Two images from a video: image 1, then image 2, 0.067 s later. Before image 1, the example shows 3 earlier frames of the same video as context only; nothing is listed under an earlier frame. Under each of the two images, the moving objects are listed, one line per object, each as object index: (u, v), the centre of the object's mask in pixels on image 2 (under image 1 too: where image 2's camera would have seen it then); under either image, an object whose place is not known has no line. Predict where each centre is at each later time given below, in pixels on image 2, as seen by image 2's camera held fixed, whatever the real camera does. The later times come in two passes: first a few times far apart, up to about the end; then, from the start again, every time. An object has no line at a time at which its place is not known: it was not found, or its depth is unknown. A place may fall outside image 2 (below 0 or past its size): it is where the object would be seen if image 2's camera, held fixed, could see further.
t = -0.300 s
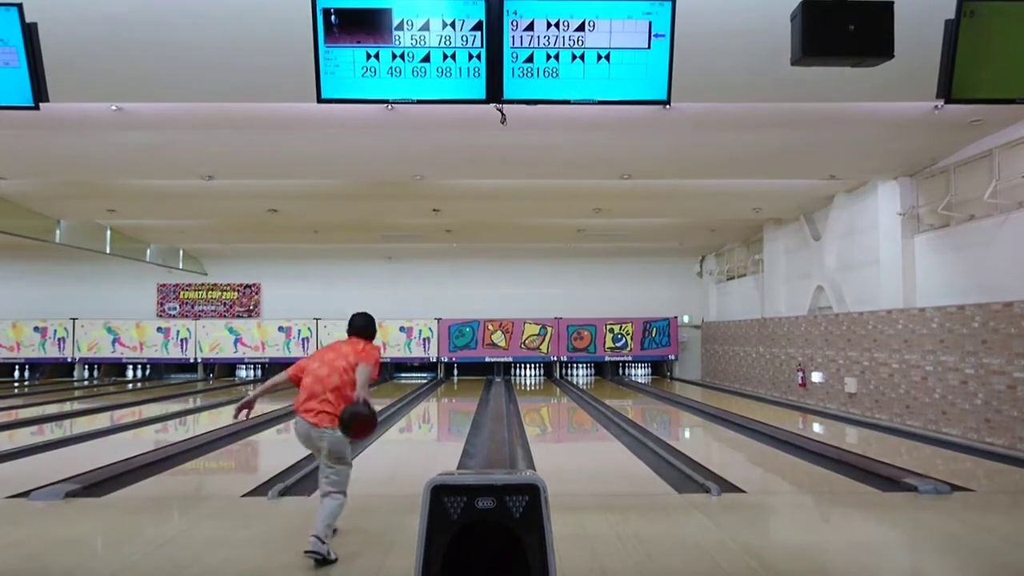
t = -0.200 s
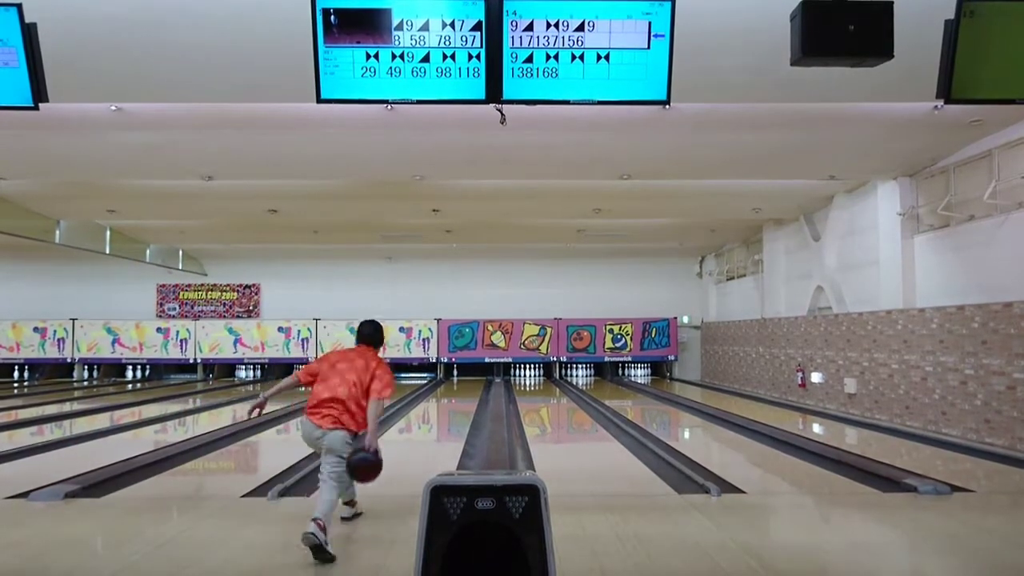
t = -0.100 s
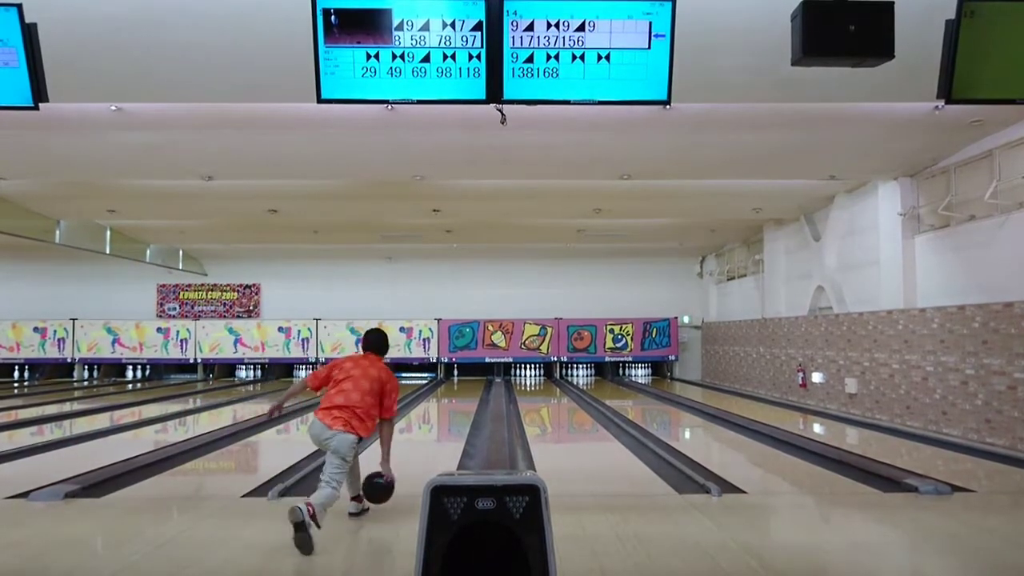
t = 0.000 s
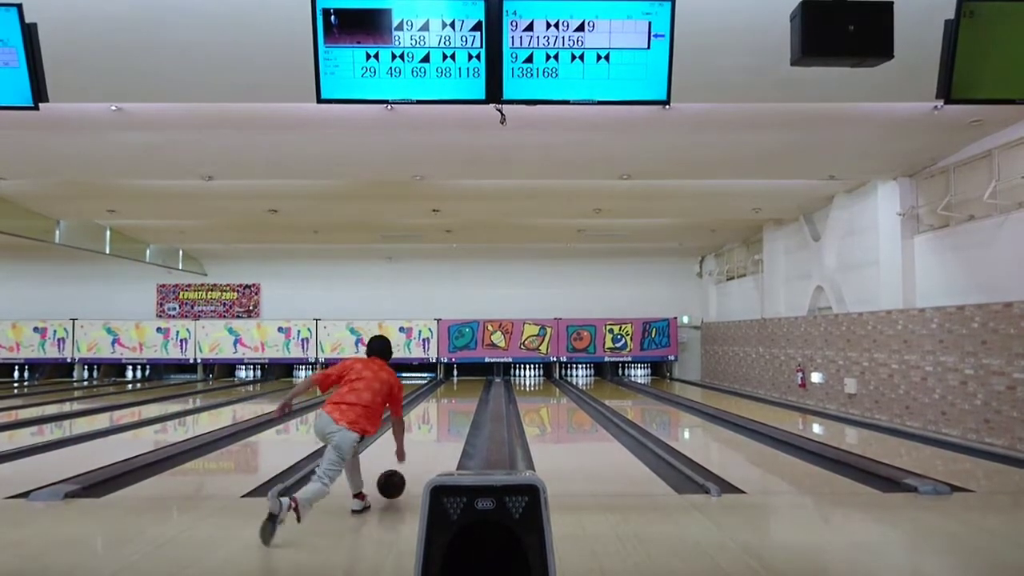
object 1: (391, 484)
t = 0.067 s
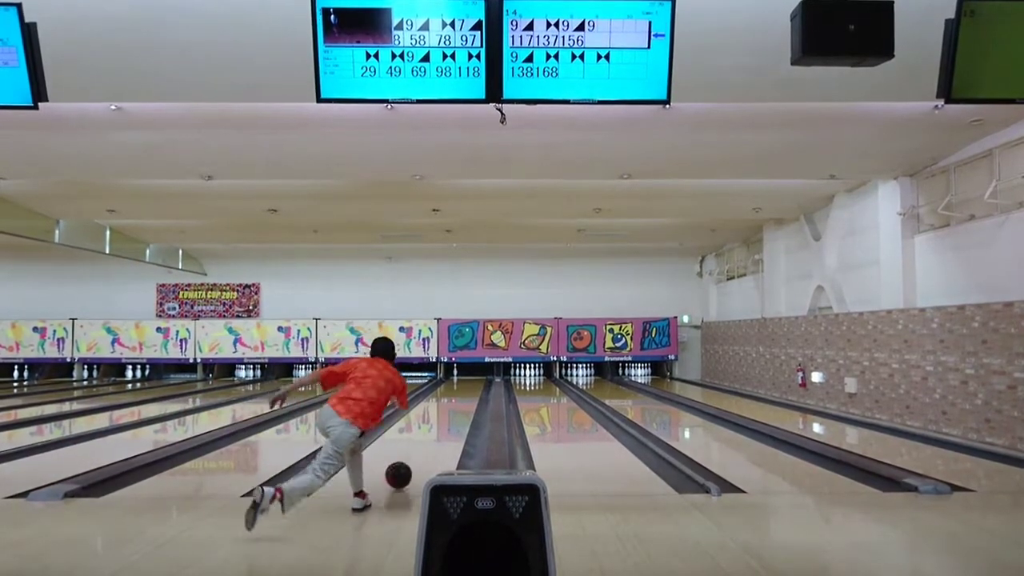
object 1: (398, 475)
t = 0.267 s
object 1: (415, 451)
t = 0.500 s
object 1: (428, 432)
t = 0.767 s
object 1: (438, 416)
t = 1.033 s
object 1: (445, 406)
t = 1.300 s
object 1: (450, 398)
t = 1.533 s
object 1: (453, 391)
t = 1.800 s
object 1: (456, 387)
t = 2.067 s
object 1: (458, 383)
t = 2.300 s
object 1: (460, 379)
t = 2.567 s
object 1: (460, 377)
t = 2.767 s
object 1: (460, 374)
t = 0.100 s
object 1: (401, 471)
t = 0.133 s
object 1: (405, 467)
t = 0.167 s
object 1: (407, 462)
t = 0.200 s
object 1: (410, 458)
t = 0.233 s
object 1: (412, 454)
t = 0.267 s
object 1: (415, 451)
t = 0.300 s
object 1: (417, 448)
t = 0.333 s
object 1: (419, 445)
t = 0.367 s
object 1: (421, 442)
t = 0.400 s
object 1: (423, 440)
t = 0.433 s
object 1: (425, 437)
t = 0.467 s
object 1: (426, 434)
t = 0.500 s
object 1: (428, 432)
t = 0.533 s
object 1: (429, 430)
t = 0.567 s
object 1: (431, 427)
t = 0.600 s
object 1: (432, 425)
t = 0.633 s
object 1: (433, 423)
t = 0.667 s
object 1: (434, 421)
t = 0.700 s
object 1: (436, 419)
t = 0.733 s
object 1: (437, 418)
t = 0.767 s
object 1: (438, 416)
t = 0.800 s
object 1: (439, 415)
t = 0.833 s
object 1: (439, 413)
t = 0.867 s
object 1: (441, 412)
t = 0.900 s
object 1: (442, 410)
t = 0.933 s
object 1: (442, 409)
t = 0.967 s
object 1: (443, 408)
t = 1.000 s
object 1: (444, 407)
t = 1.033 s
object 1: (445, 406)
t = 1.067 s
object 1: (445, 405)
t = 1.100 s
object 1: (446, 403)
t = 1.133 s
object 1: (447, 402)
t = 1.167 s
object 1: (447, 401)
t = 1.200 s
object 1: (448, 401)
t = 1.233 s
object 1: (449, 400)
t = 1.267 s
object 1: (449, 399)
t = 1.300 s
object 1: (450, 398)
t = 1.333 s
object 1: (451, 397)
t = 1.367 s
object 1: (451, 396)
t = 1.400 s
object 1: (451, 395)
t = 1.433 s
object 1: (452, 394)
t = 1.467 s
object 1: (452, 393)
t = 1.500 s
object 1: (453, 393)
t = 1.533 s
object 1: (453, 391)
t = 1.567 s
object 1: (454, 391)
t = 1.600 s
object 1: (454, 390)
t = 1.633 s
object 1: (454, 390)
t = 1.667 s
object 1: (455, 389)
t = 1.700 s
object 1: (455, 388)
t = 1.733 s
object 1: (455, 387)
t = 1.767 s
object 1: (456, 387)
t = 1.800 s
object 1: (456, 387)
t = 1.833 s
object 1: (457, 386)
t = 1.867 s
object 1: (457, 385)
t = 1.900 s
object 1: (457, 385)
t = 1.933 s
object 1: (457, 384)
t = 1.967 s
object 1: (457, 384)
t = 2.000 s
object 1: (458, 383)
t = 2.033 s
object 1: (458, 384)
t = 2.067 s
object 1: (458, 383)
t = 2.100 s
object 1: (459, 382)
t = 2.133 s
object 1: (459, 381)
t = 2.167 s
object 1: (459, 381)
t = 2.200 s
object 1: (459, 380)
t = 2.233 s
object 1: (460, 380)
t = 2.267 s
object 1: (460, 380)
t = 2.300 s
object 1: (460, 379)
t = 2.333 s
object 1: (460, 379)
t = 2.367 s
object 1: (460, 379)
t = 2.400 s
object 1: (460, 378)
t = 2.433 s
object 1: (460, 378)
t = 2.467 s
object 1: (460, 377)
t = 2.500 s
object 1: (460, 377)
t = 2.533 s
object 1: (460, 377)
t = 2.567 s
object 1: (460, 377)
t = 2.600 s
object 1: (460, 377)
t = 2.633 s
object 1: (460, 376)
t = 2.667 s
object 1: (460, 376)
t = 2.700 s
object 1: (460, 375)
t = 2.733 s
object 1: (460, 374)
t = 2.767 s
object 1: (460, 374)
